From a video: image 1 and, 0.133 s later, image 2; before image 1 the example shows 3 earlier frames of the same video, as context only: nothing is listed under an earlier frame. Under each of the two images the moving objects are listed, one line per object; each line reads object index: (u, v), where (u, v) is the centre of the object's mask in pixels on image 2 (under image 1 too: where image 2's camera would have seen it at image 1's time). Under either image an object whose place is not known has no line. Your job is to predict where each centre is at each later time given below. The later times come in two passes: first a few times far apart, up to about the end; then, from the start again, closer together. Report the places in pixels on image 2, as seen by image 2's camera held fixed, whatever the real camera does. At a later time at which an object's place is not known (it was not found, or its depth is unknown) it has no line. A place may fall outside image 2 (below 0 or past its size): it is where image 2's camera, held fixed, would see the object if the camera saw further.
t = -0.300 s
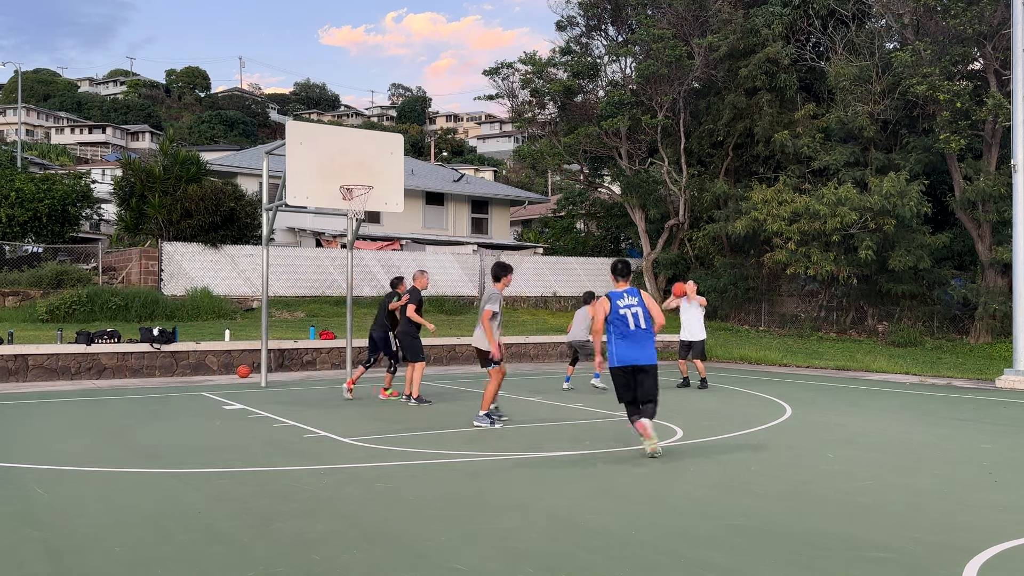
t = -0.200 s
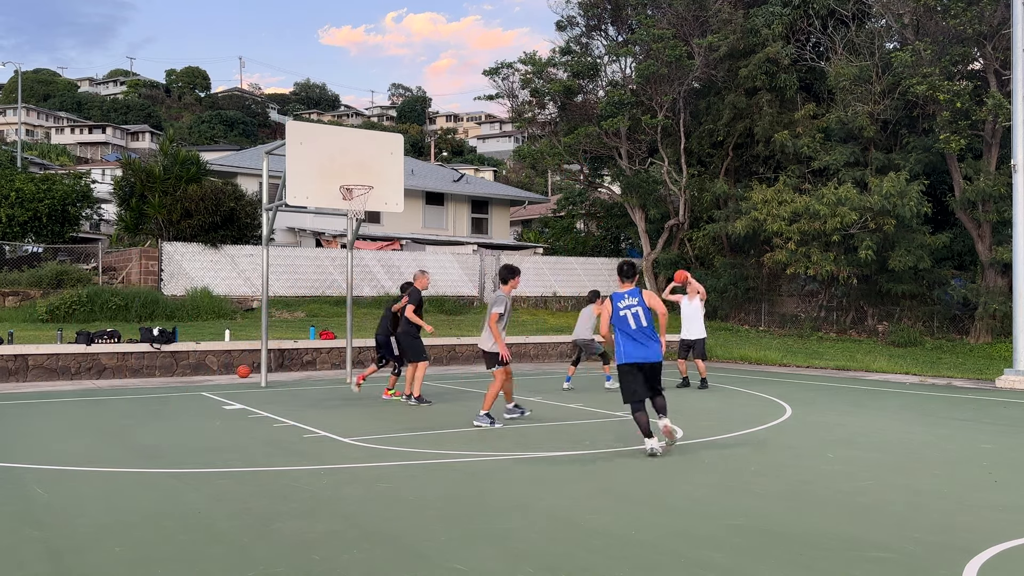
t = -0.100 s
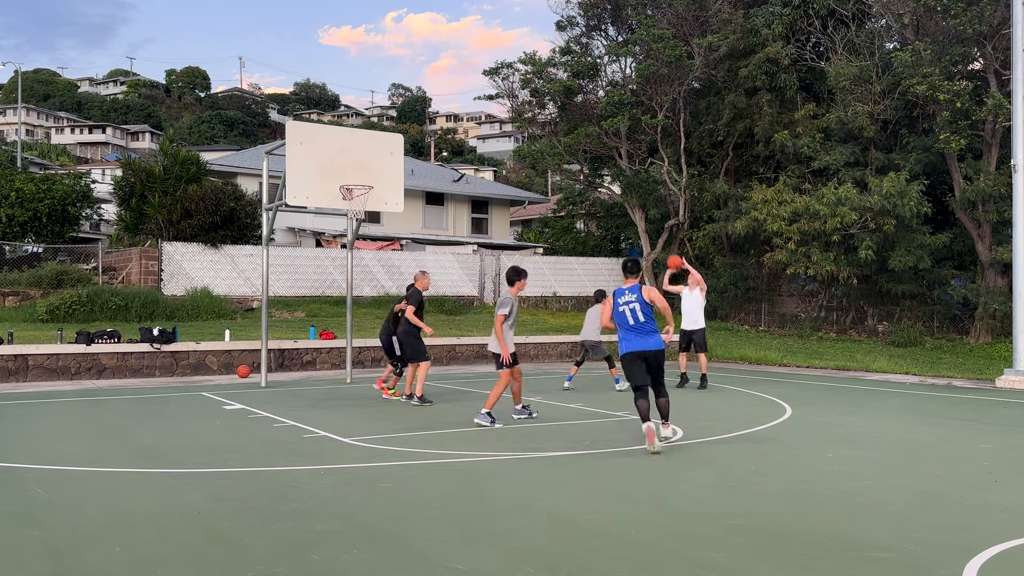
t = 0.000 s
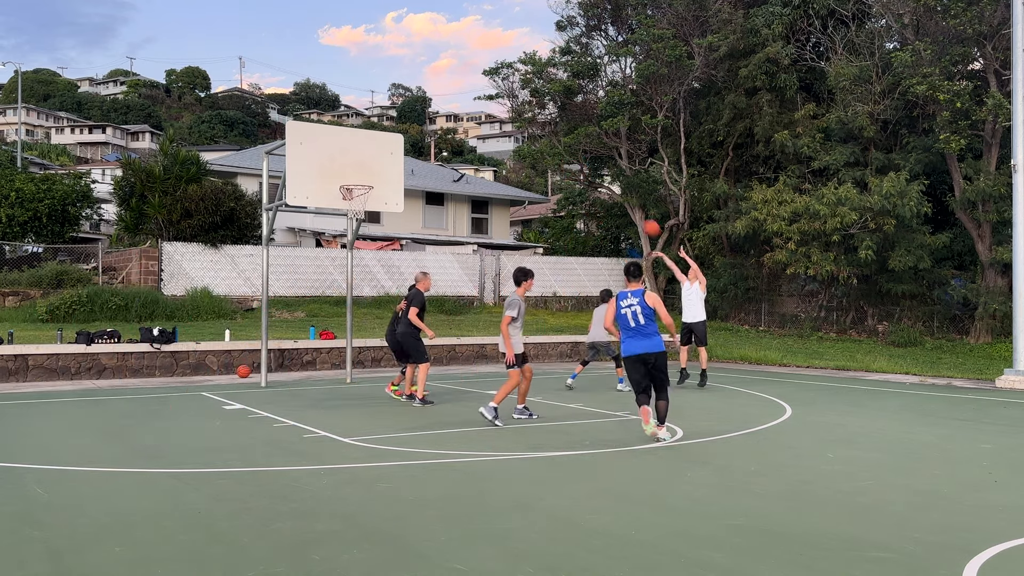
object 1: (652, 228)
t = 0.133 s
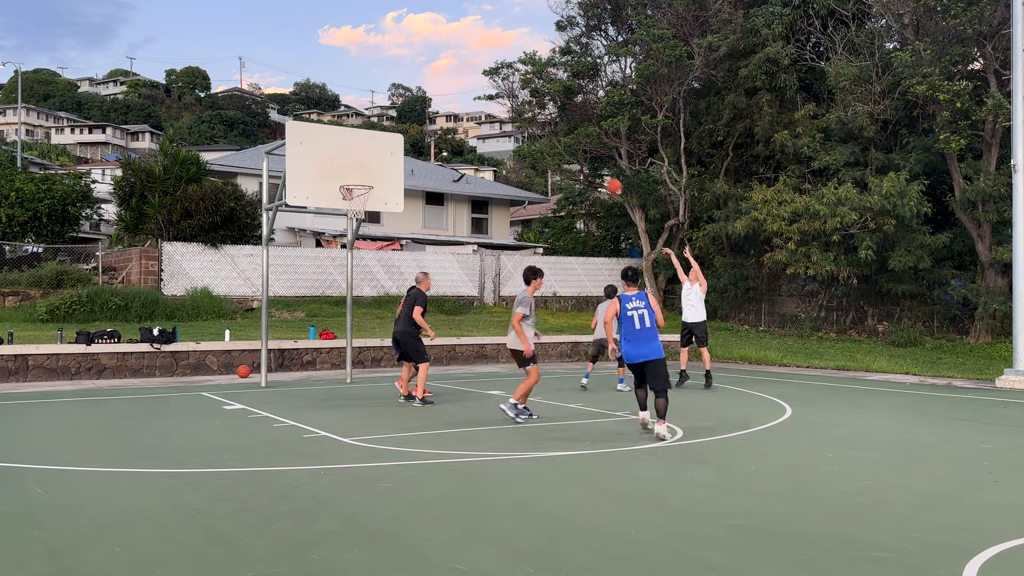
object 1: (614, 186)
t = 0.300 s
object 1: (566, 148)
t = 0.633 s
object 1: (471, 123)
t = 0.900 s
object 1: (392, 154)
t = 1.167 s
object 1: (354, 215)
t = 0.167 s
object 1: (604, 177)
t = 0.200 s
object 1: (595, 170)
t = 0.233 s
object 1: (586, 162)
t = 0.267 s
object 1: (576, 155)
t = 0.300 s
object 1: (566, 148)
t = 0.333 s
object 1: (557, 143)
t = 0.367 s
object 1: (547, 138)
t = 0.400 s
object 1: (538, 134)
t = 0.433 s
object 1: (529, 130)
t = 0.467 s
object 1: (519, 127)
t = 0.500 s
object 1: (510, 125)
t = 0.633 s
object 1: (471, 123)
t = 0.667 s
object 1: (461, 125)
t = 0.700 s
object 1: (451, 127)
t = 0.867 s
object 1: (403, 148)
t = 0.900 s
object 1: (392, 154)
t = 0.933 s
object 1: (382, 161)
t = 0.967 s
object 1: (372, 170)
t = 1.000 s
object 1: (362, 178)
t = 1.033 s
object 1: (351, 188)
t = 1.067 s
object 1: (350, 195)
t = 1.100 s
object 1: (350, 203)
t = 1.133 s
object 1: (352, 208)
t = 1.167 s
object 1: (354, 215)
